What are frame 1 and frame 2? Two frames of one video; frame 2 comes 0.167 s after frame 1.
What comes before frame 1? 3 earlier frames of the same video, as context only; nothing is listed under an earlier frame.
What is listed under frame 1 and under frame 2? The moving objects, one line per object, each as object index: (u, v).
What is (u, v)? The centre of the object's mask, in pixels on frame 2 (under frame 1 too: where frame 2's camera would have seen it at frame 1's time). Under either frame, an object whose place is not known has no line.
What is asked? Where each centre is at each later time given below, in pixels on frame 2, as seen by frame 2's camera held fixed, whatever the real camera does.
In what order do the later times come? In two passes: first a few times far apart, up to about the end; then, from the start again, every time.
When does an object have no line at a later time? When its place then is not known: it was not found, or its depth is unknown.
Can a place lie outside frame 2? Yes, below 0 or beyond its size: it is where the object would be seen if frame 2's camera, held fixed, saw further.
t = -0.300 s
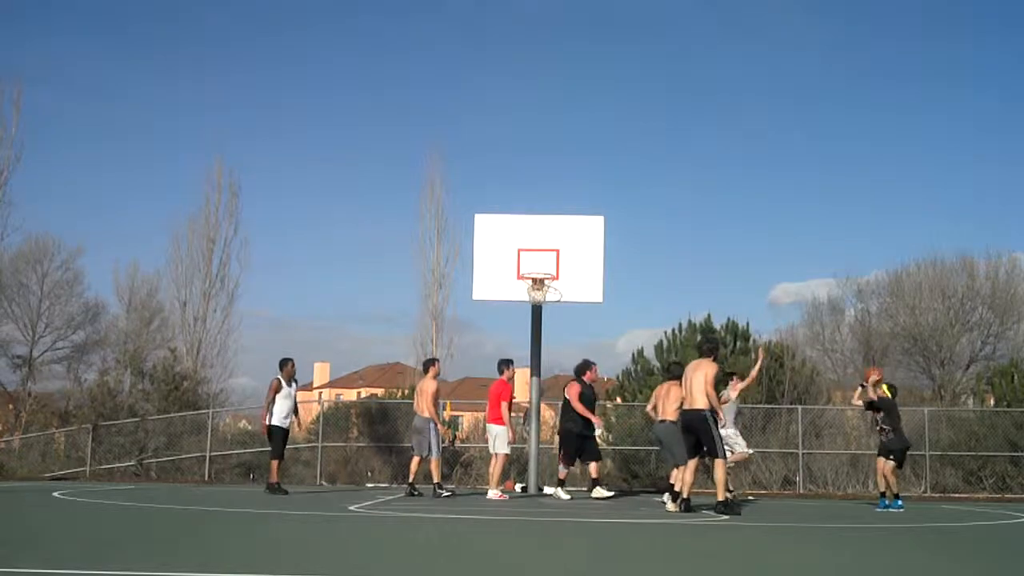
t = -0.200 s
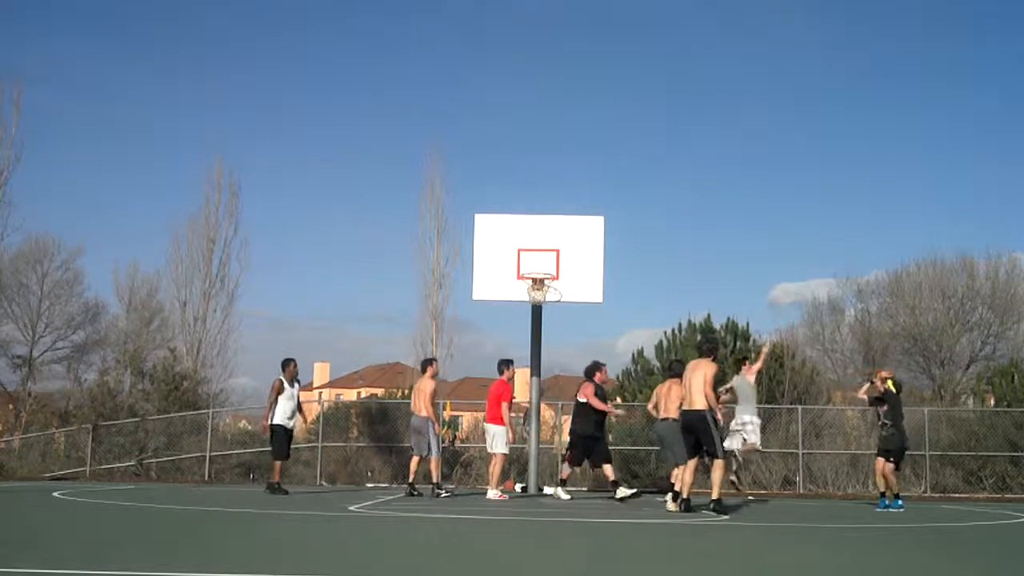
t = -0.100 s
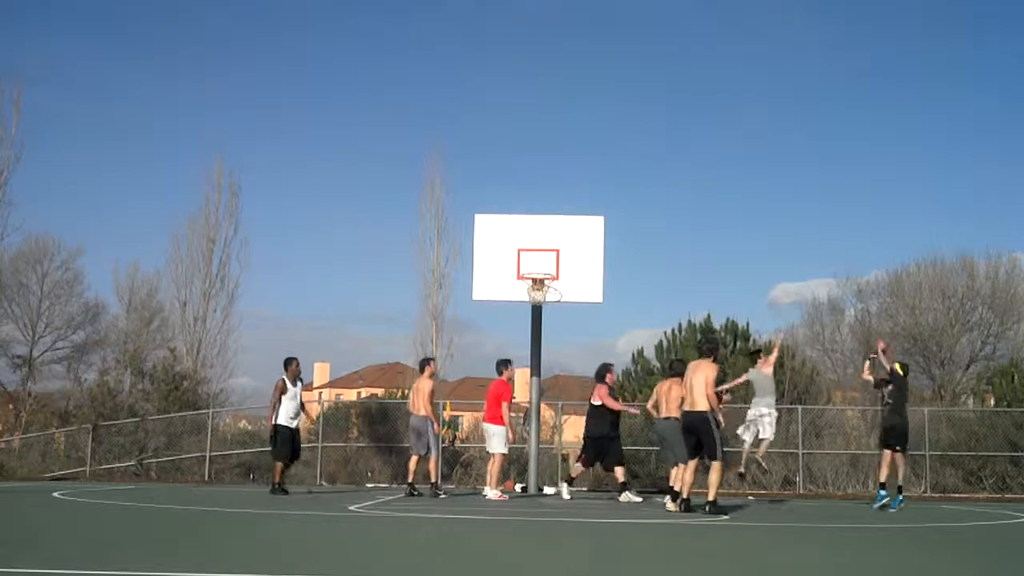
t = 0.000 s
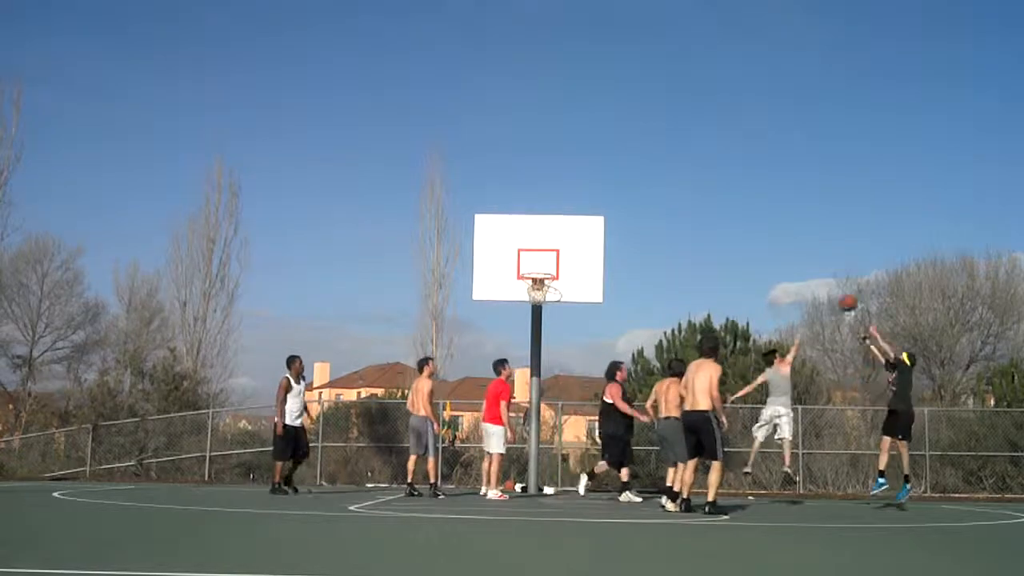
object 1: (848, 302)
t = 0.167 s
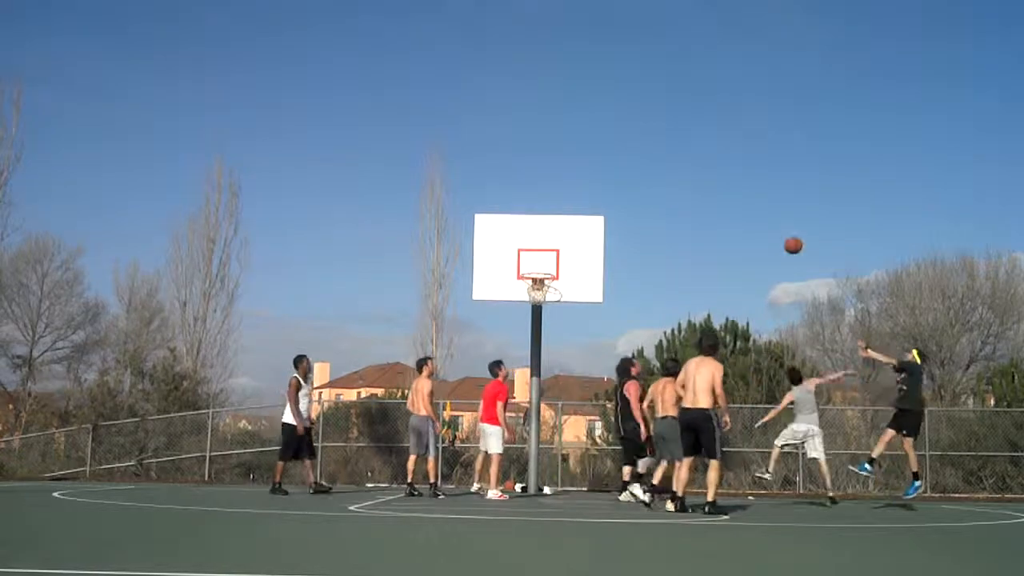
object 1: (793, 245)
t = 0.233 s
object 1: (772, 229)
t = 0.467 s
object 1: (700, 196)
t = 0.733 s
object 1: (625, 209)
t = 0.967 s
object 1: (562, 259)
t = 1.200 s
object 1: (523, 231)
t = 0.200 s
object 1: (782, 237)
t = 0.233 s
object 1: (772, 229)
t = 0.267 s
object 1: (761, 222)
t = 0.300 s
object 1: (751, 216)
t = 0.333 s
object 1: (740, 211)
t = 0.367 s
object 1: (730, 206)
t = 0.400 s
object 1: (721, 202)
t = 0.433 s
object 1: (710, 199)
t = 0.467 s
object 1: (700, 196)
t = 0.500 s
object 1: (691, 195)
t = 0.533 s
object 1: (681, 195)
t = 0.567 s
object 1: (671, 195)
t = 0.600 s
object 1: (662, 197)
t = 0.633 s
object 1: (652, 199)
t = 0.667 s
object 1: (643, 201)
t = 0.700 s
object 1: (634, 205)
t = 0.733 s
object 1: (625, 209)
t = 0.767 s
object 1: (615, 214)
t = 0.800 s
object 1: (607, 220)
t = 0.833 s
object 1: (597, 226)
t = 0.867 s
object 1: (588, 233)
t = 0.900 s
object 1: (579, 241)
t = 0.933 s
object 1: (571, 250)
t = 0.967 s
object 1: (562, 259)
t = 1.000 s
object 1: (553, 269)
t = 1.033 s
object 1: (548, 262)
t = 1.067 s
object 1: (543, 255)
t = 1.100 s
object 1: (538, 247)
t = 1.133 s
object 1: (533, 242)
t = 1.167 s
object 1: (528, 236)
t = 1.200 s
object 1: (523, 231)
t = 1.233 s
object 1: (518, 227)
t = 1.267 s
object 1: (513, 225)
